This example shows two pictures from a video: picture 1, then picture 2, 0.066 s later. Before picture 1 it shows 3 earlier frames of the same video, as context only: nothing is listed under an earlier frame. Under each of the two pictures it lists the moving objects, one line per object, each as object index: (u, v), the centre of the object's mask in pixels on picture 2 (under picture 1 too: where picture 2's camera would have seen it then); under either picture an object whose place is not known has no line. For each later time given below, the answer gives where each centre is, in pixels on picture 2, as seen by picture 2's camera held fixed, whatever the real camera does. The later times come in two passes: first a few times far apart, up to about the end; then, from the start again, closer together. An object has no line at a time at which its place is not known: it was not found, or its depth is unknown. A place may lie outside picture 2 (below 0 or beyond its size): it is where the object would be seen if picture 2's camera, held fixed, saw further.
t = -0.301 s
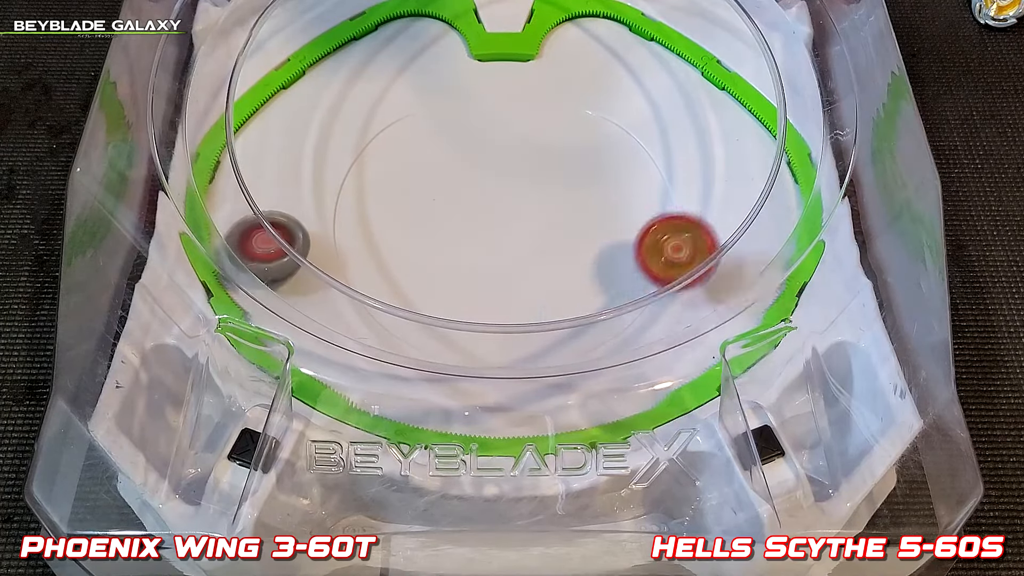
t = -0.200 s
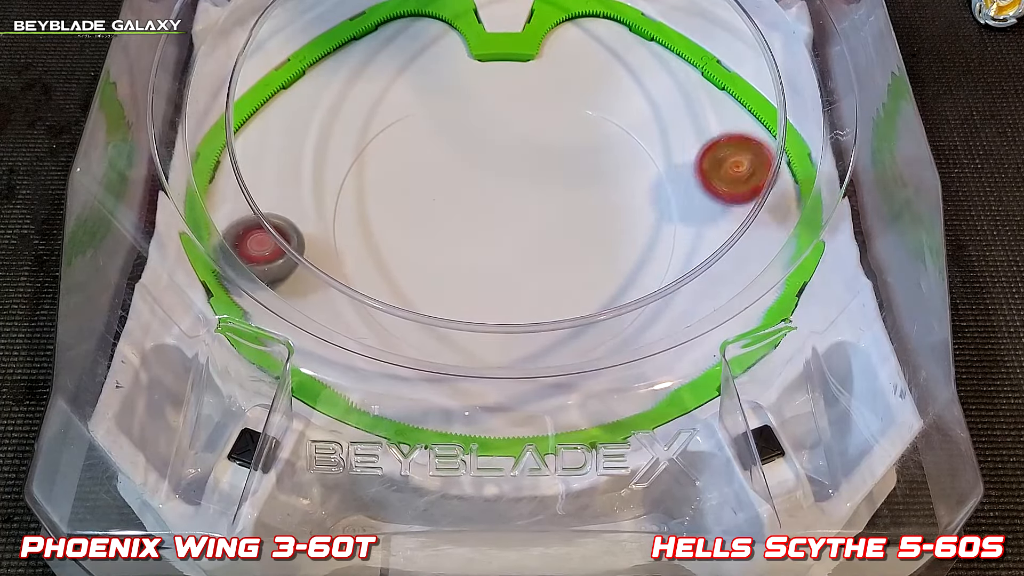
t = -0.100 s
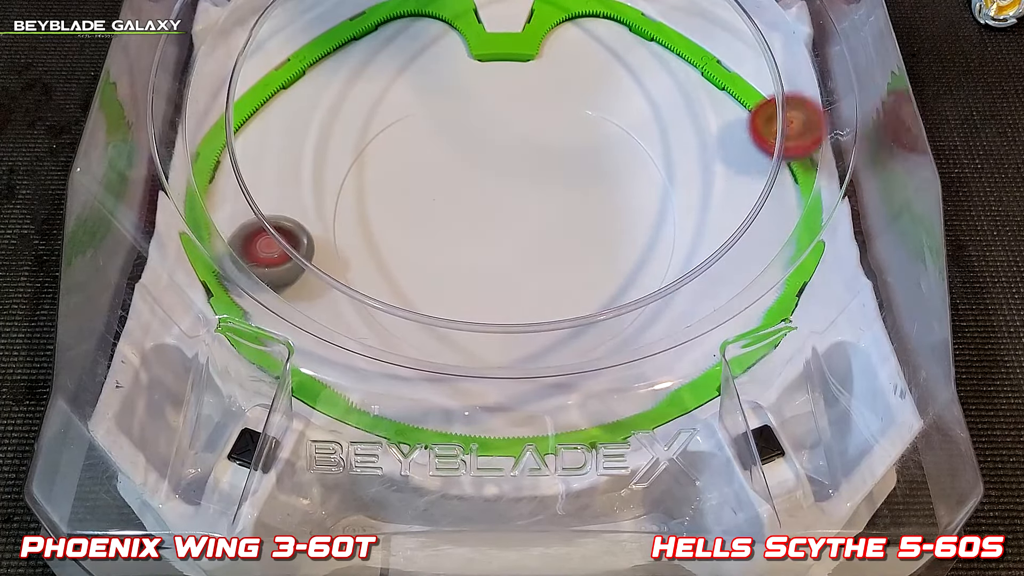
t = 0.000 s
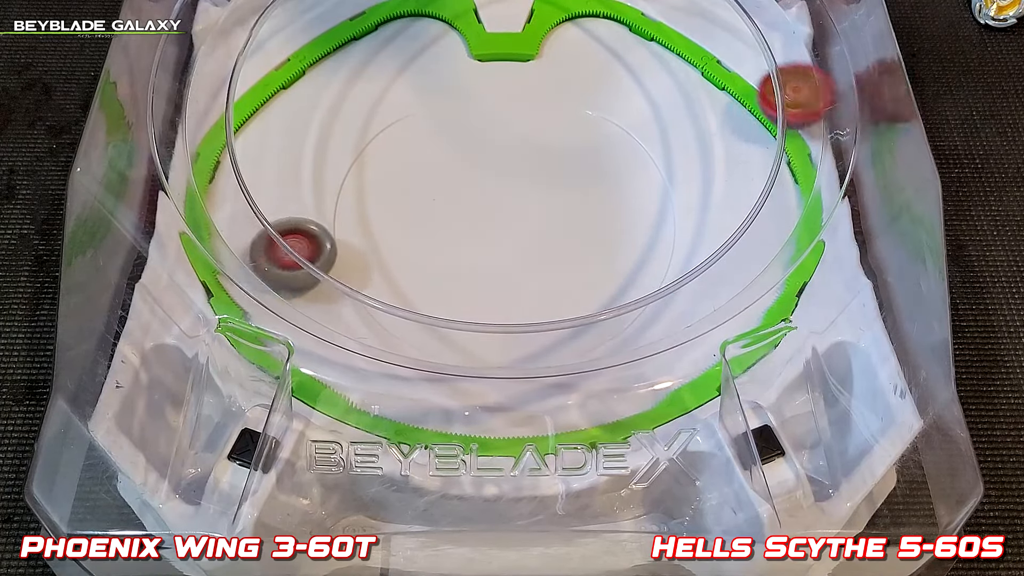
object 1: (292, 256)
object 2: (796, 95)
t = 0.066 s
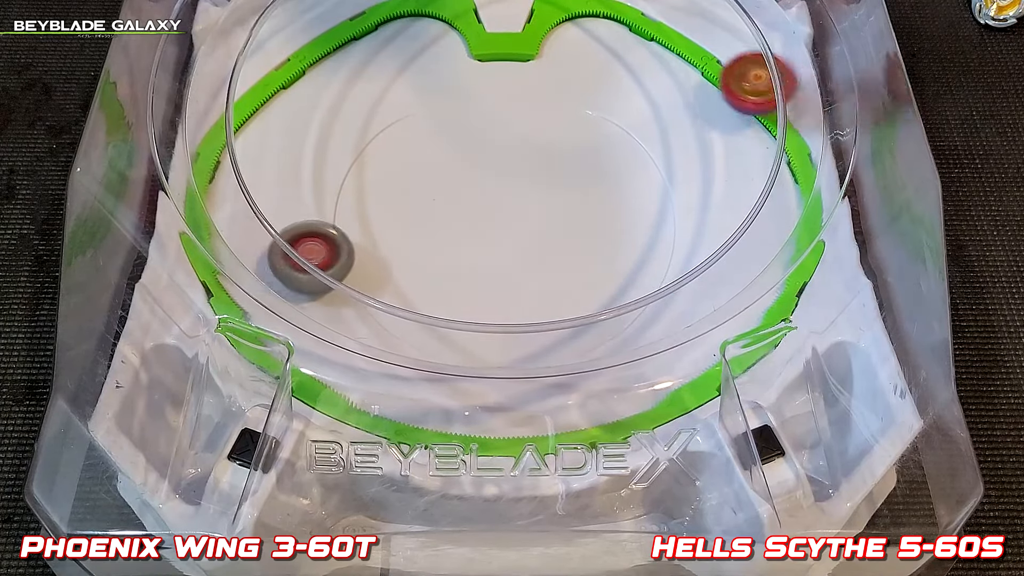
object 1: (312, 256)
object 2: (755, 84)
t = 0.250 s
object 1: (378, 267)
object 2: (621, 100)
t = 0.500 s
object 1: (505, 235)
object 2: (415, 206)
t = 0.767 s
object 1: (523, 161)
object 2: (519, 367)
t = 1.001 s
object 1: (499, 124)
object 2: (796, 157)
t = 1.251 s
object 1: (405, 284)
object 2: (462, 63)
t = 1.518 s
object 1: (529, 253)
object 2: (356, 58)
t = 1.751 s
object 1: (607, 131)
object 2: (431, 286)
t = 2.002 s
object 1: (534, 140)
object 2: (657, 219)
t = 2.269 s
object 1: (481, 211)
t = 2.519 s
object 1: (509, 263)
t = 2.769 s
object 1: (548, 256)
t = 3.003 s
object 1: (545, 223)
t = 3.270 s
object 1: (486, 209)
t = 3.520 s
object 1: (272, 337)
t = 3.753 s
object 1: (306, 292)
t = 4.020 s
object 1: (366, 264)
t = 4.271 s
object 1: (460, 246)
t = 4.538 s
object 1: (485, 196)
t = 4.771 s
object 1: (479, 168)
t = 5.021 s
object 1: (480, 147)
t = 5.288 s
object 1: (490, 141)
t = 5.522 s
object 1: (508, 145)
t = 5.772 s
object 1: (681, 228)
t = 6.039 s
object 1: (719, 260)
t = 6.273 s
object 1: (743, 278)
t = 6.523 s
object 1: (707, 281)
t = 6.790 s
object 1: (648, 314)
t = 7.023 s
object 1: (562, 224)
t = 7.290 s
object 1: (451, 52)
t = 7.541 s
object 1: (371, 234)
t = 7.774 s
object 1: (417, 397)
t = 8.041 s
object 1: (553, 284)
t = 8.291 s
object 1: (578, 252)
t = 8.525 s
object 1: (545, 205)
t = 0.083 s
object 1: (317, 256)
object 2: (741, 82)
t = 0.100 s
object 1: (322, 257)
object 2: (733, 82)
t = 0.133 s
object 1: (332, 259)
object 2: (711, 82)
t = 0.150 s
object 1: (337, 260)
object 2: (699, 82)
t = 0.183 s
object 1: (351, 258)
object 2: (675, 90)
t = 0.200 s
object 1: (356, 260)
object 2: (661, 91)
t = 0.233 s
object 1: (370, 266)
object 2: (635, 97)
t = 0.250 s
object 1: (378, 267)
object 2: (621, 100)
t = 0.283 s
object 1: (396, 269)
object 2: (593, 109)
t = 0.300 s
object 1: (405, 269)
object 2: (578, 112)
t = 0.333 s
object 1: (425, 268)
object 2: (544, 120)
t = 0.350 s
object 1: (435, 266)
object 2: (527, 124)
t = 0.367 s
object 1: (444, 264)
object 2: (511, 130)
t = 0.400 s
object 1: (462, 259)
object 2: (480, 144)
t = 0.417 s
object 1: (471, 256)
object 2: (466, 153)
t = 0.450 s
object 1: (486, 248)
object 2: (442, 172)
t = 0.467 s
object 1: (494, 244)
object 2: (431, 183)
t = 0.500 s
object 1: (505, 235)
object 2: (415, 206)
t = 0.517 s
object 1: (511, 230)
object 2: (408, 219)
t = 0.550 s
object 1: (518, 220)
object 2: (401, 246)
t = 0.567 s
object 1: (521, 215)
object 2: (401, 258)
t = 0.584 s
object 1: (523, 211)
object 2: (401, 271)
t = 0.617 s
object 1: (526, 202)
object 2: (409, 296)
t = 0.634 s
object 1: (527, 197)
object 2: (415, 310)
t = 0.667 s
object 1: (528, 188)
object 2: (435, 327)
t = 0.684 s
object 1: (527, 183)
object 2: (450, 330)
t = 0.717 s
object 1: (526, 174)
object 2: (480, 347)
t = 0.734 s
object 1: (525, 169)
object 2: (493, 351)
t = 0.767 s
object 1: (523, 161)
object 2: (519, 367)
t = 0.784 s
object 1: (522, 157)
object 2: (532, 371)
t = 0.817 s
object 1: (519, 149)
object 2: (558, 386)
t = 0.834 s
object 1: (517, 146)
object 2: (571, 389)
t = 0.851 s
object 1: (515, 142)
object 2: (585, 392)
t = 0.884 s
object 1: (512, 136)
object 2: (622, 381)
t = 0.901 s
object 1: (510, 133)
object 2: (655, 343)
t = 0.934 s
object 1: (506, 128)
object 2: (712, 277)
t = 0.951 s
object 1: (504, 127)
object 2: (739, 245)
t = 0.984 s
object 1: (501, 125)
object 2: (786, 186)
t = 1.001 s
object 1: (499, 124)
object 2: (796, 157)
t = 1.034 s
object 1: (495, 124)
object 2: (741, 95)
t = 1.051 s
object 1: (492, 126)
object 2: (713, 64)
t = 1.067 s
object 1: (490, 128)
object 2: (685, 38)
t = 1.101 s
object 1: (485, 131)
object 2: (611, 14)
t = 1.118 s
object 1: (483, 134)
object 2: (582, 11)
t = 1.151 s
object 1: (479, 139)
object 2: (537, 29)
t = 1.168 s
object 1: (477, 141)
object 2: (515, 51)
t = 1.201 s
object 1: (459, 176)
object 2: (483, 82)
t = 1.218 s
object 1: (440, 217)
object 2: (476, 77)
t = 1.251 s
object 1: (405, 284)
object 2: (462, 63)
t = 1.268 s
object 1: (387, 323)
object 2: (455, 60)
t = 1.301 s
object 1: (357, 397)
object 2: (442, 63)
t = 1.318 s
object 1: (359, 393)
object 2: (435, 55)
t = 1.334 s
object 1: (376, 365)
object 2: (425, 47)
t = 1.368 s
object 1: (409, 326)
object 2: (410, 42)
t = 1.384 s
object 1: (421, 318)
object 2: (403, 44)
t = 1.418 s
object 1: (451, 301)
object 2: (389, 29)
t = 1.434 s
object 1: (467, 294)
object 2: (383, 25)
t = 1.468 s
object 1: (495, 295)
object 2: (369, 20)
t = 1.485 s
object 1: (506, 287)
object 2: (363, 24)
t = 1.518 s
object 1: (529, 253)
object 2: (356, 58)
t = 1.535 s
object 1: (540, 240)
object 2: (353, 83)
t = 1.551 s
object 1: (550, 230)
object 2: (351, 103)
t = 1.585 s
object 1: (569, 211)
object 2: (348, 134)
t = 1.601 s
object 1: (576, 198)
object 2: (348, 155)
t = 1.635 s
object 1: (590, 178)
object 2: (352, 197)
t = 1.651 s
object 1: (595, 168)
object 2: (358, 213)
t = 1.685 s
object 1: (602, 151)
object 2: (375, 246)
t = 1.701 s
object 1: (605, 144)
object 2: (387, 260)
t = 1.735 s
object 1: (607, 134)
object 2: (416, 279)
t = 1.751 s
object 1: (607, 131)
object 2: (431, 286)
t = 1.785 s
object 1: (604, 125)
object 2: (465, 295)
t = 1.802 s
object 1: (602, 124)
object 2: (483, 297)
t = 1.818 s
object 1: (599, 124)
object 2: (500, 297)
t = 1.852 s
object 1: (591, 124)
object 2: (534, 294)
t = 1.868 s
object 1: (586, 124)
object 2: (550, 291)
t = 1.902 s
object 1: (575, 126)
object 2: (583, 279)
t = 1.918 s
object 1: (568, 128)
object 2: (598, 272)
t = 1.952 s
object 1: (554, 132)
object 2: (624, 252)
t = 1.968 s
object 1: (547, 134)
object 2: (637, 242)
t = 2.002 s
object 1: (534, 140)
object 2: (657, 219)
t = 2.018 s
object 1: (528, 143)
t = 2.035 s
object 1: (522, 147)
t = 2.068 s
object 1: (510, 154)
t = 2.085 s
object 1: (506, 158)
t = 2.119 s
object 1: (497, 167)
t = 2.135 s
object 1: (493, 172)
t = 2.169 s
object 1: (487, 182)
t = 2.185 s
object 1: (485, 187)
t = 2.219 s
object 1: (481, 197)
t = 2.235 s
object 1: (481, 201)
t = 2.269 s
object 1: (481, 211)
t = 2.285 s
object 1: (481, 216)
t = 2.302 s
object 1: (482, 221)
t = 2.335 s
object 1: (484, 230)
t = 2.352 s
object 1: (485, 234)
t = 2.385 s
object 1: (489, 242)
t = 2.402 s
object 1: (491, 245)
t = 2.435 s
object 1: (496, 252)
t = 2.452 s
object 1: (498, 255)
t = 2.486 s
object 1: (503, 260)
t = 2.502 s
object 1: (506, 262)
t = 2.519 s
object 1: (509, 263)
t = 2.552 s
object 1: (516, 267)
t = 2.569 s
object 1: (519, 268)
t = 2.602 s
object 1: (526, 268)
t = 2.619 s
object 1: (528, 268)
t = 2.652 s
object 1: (534, 267)
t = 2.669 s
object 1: (537, 266)
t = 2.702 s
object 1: (541, 264)
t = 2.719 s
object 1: (543, 262)
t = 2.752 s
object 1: (547, 258)
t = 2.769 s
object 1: (548, 256)
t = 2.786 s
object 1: (550, 253)
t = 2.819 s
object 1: (553, 248)
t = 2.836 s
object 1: (554, 246)
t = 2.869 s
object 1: (555, 241)
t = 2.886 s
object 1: (555, 239)
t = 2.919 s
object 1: (554, 235)
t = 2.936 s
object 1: (553, 232)
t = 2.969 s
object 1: (549, 228)
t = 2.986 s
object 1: (548, 226)
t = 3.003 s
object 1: (545, 223)
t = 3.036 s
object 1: (541, 218)
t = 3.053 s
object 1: (538, 216)
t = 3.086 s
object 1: (532, 212)
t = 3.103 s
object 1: (529, 211)
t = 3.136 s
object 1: (521, 210)
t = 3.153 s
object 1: (517, 209)
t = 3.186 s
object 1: (508, 209)
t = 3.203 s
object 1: (503, 209)
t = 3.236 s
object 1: (494, 209)
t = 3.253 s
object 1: (490, 209)
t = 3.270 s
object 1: (486, 209)
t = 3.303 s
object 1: (479, 210)
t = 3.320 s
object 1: (467, 220)
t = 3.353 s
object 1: (408, 267)
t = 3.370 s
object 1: (386, 278)
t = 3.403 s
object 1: (339, 312)
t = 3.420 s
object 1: (317, 338)
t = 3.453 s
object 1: (290, 339)
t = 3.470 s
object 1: (283, 335)
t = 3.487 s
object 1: (278, 334)
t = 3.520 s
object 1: (272, 337)
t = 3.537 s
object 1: (270, 338)
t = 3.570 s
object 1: (268, 329)
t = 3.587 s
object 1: (269, 327)
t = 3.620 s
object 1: (270, 321)
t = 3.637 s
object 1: (273, 321)
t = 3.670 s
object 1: (284, 306)
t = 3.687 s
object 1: (287, 306)
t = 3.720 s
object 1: (292, 301)
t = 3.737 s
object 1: (295, 298)
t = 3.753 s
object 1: (306, 292)
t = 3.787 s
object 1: (316, 285)
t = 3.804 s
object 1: (319, 284)
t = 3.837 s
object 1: (325, 283)
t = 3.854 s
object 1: (330, 277)
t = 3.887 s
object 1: (337, 274)
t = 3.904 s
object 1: (341, 272)
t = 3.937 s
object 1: (348, 268)
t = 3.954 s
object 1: (355, 263)
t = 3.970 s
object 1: (356, 263)
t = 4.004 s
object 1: (361, 263)
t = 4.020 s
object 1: (366, 264)
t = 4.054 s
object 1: (375, 264)
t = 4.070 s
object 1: (381, 264)
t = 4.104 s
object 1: (394, 261)
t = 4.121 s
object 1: (400, 261)
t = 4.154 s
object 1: (414, 258)
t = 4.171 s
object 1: (421, 257)
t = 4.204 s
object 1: (434, 253)
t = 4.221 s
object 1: (441, 252)
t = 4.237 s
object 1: (448, 250)
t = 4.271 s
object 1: (460, 246)
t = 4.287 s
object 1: (466, 243)
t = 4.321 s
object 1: (476, 238)
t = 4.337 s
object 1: (481, 234)
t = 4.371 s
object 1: (487, 228)
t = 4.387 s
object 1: (489, 225)
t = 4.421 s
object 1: (492, 218)
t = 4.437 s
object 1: (492, 215)
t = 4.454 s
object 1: (491, 211)
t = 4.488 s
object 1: (489, 204)
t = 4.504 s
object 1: (487, 201)
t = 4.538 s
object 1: (485, 196)
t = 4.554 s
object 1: (485, 194)
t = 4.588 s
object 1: (484, 190)
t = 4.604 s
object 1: (484, 187)
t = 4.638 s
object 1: (483, 183)
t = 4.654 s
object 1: (482, 181)
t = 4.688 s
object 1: (481, 178)
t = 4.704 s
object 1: (480, 175)
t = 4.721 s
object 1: (480, 174)
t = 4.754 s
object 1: (479, 170)
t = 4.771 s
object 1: (479, 168)
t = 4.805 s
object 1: (479, 165)
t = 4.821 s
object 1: (479, 163)
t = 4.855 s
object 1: (480, 160)
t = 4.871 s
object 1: (480, 158)
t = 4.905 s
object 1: (480, 156)
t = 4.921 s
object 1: (480, 155)
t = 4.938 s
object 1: (480, 153)
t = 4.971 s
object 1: (480, 151)
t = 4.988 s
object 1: (480, 150)
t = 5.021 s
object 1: (480, 147)
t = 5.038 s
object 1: (481, 147)
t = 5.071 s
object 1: (481, 145)
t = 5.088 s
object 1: (482, 145)
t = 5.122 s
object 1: (483, 144)
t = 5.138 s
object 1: (483, 143)
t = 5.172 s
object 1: (485, 143)
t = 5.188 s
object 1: (486, 142)
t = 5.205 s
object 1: (486, 142)
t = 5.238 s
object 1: (488, 141)
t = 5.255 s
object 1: (489, 141)
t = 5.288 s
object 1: (490, 141)
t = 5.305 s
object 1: (491, 141)
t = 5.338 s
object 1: (494, 141)
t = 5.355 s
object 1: (494, 141)
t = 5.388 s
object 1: (497, 141)
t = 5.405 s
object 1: (498, 142)
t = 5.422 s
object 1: (499, 142)
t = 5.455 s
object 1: (502, 143)
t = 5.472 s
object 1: (503, 144)
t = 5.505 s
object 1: (506, 145)
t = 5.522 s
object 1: (508, 145)
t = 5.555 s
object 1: (546, 159)
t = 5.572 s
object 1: (565, 166)
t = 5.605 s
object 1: (601, 180)
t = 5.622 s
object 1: (619, 187)
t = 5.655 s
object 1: (646, 199)
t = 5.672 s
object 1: (658, 204)
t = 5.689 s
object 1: (669, 209)
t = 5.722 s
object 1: (678, 214)
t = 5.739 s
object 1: (680, 218)
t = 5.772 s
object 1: (681, 228)
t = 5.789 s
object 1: (682, 230)
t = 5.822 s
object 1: (682, 235)
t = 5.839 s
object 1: (682, 236)
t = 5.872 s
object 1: (684, 238)
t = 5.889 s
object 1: (687, 240)
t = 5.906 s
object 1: (687, 240)
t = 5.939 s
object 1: (697, 246)
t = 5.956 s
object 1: (701, 248)
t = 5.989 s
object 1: (708, 252)
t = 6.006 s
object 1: (712, 255)
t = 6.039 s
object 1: (719, 260)
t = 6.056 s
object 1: (722, 261)
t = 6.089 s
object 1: (728, 265)
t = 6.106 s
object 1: (736, 270)
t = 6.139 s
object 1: (735, 270)
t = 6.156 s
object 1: (745, 278)
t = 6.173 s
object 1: (747, 281)
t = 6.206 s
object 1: (753, 287)
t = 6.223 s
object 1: (753, 288)
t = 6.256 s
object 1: (745, 280)
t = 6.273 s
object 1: (743, 278)
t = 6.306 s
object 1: (737, 273)
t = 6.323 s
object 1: (730, 268)
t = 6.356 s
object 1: (724, 265)
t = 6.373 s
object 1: (722, 265)
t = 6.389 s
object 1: (720, 266)
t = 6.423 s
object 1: (717, 267)
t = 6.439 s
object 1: (715, 269)
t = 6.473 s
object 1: (712, 274)
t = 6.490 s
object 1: (710, 276)
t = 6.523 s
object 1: (707, 281)
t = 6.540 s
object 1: (705, 283)
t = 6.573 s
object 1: (701, 288)
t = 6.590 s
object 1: (702, 294)
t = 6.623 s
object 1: (695, 299)
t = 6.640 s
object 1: (689, 297)
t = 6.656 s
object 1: (688, 303)
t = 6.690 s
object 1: (680, 307)
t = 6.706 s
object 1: (676, 310)
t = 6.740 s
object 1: (667, 314)
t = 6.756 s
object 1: (658, 311)
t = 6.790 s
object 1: (648, 314)
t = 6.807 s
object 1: (643, 315)
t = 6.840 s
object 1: (631, 316)
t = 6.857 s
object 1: (626, 316)
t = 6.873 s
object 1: (625, 324)
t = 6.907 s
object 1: (647, 364)
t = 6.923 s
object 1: (633, 330)
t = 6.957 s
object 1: (609, 296)
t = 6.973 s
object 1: (598, 282)
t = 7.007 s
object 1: (574, 244)
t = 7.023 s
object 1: (562, 224)
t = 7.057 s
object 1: (539, 193)
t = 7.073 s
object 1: (528, 171)
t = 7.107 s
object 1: (506, 137)
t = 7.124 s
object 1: (495, 123)
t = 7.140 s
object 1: (484, 106)
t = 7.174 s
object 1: (463, 78)
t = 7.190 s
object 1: (453, 68)
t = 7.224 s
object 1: (435, 46)
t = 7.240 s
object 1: (438, 47)
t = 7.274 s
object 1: (447, 47)
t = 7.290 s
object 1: (451, 52)
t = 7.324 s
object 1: (439, 67)
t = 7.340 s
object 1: (432, 74)
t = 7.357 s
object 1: (424, 84)
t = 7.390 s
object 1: (410, 101)
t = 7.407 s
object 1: (404, 112)
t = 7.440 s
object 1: (391, 139)
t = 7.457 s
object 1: (386, 152)
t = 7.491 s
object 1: (377, 183)
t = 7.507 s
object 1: (374, 199)
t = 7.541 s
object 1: (371, 234)
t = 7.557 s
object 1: (371, 251)
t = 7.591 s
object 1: (379, 274)
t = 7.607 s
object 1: (373, 297)
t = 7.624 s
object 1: (377, 310)
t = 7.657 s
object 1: (394, 326)
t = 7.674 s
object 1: (397, 344)
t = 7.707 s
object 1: (407, 358)
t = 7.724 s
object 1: (412, 371)
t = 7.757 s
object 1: (412, 392)
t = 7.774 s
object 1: (417, 397)
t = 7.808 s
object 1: (440, 388)
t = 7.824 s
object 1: (453, 383)
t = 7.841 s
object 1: (466, 376)
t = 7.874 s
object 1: (486, 358)
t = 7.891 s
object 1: (495, 351)
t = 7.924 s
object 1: (512, 339)
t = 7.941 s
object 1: (522, 333)
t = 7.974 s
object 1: (535, 316)
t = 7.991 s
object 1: (539, 303)
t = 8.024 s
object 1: (548, 291)
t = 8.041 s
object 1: (553, 284)
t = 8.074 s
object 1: (568, 278)
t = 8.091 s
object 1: (574, 276)
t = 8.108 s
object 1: (580, 275)
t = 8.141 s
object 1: (593, 281)
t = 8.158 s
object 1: (594, 277)
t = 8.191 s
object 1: (594, 272)
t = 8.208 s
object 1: (594, 272)
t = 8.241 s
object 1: (590, 265)
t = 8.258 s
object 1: (587, 261)
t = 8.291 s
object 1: (578, 252)
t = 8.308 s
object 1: (572, 248)
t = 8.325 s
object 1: (566, 243)
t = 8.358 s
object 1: (553, 232)
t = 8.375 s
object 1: (546, 227)
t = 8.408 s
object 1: (533, 215)
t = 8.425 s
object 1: (535, 212)
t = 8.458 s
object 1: (541, 213)
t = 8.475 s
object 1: (543, 210)
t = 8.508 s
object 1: (546, 207)
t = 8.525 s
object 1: (545, 205)
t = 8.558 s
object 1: (544, 201)
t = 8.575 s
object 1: (543, 199)
